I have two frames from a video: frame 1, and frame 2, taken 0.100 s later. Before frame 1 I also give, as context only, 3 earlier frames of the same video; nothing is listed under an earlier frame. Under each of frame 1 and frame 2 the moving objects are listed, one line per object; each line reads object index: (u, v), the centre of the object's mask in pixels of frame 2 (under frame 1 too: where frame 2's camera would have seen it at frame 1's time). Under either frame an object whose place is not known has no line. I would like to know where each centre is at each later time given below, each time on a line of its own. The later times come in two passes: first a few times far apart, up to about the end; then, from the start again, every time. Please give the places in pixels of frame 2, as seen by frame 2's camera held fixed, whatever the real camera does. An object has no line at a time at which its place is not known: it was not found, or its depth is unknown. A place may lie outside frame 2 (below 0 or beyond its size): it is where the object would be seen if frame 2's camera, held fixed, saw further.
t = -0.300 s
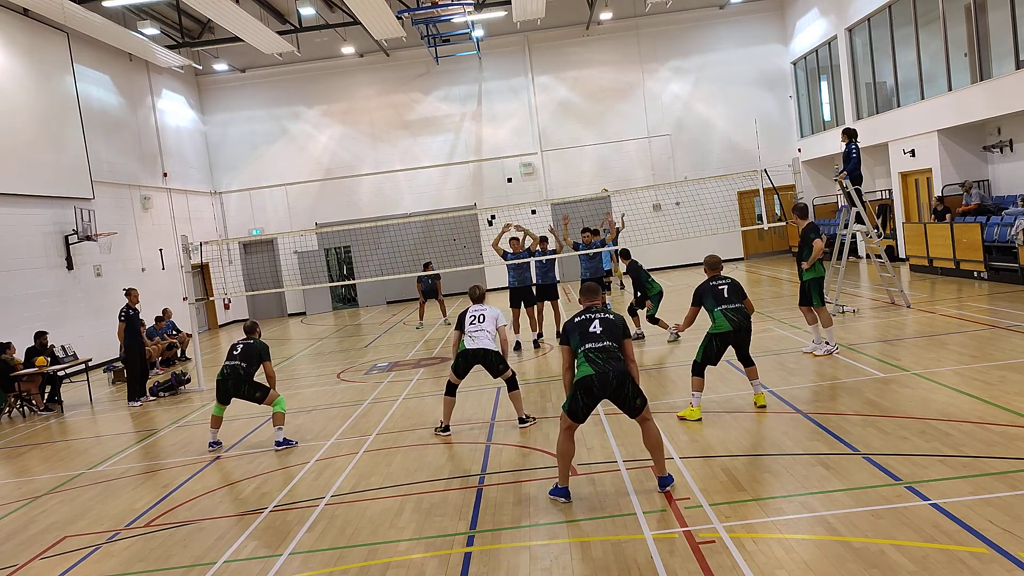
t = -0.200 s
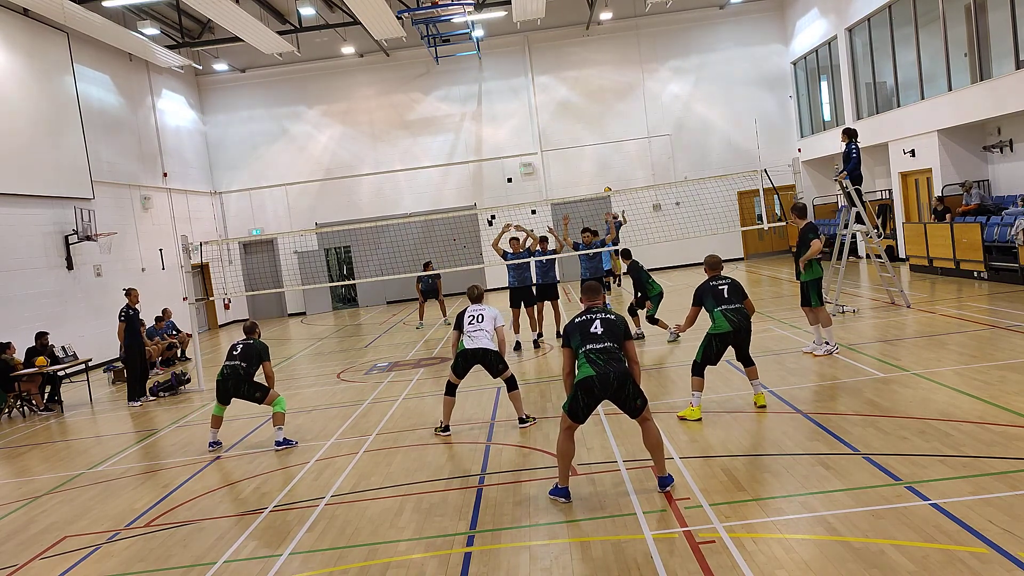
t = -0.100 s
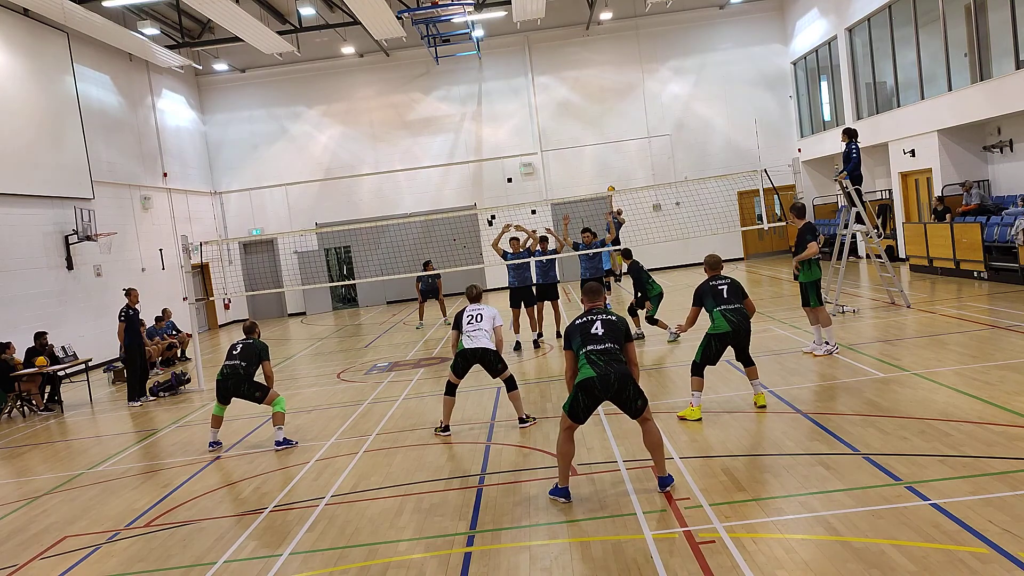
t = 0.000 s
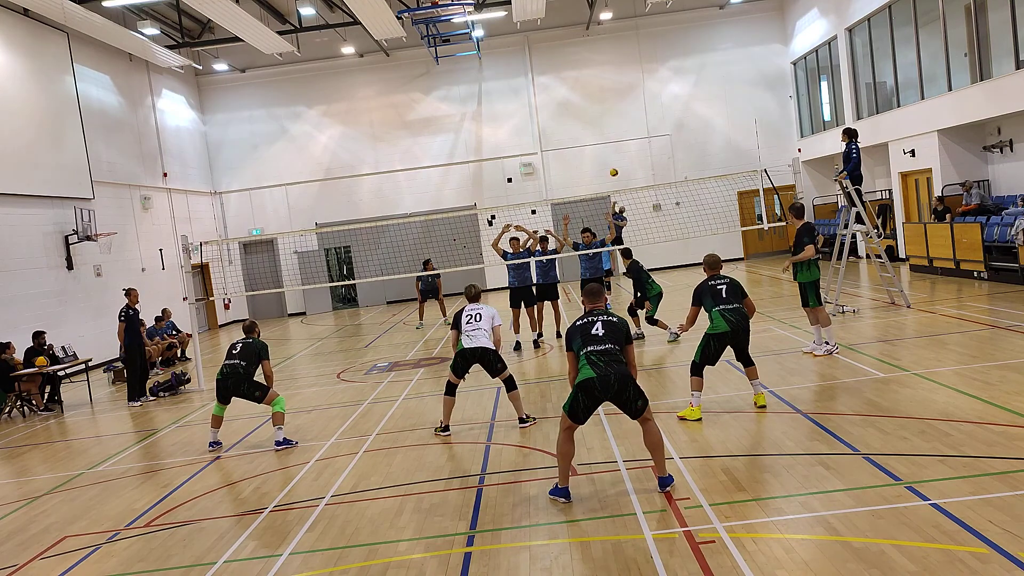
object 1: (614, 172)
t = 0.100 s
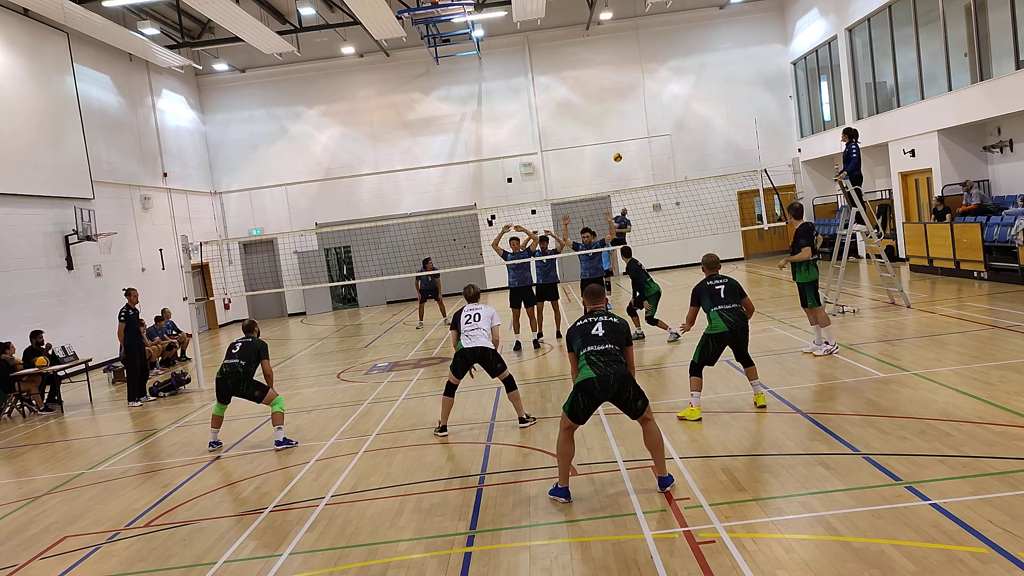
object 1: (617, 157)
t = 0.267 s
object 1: (624, 137)
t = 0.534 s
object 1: (645, 128)
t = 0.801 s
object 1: (677, 173)
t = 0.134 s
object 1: (618, 153)
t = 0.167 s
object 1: (620, 148)
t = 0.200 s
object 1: (621, 144)
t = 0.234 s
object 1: (623, 140)
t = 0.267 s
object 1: (624, 137)
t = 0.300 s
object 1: (626, 134)
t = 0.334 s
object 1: (628, 131)
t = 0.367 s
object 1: (631, 129)
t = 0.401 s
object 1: (633, 127)
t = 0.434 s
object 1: (636, 127)
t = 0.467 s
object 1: (639, 126)
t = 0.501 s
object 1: (642, 126)
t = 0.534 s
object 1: (645, 128)
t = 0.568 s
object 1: (648, 130)
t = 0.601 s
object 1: (651, 133)
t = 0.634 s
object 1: (655, 137)
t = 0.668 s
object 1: (659, 141)
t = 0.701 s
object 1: (663, 147)
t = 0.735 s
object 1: (667, 155)
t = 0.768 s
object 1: (672, 163)
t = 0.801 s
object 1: (677, 173)
